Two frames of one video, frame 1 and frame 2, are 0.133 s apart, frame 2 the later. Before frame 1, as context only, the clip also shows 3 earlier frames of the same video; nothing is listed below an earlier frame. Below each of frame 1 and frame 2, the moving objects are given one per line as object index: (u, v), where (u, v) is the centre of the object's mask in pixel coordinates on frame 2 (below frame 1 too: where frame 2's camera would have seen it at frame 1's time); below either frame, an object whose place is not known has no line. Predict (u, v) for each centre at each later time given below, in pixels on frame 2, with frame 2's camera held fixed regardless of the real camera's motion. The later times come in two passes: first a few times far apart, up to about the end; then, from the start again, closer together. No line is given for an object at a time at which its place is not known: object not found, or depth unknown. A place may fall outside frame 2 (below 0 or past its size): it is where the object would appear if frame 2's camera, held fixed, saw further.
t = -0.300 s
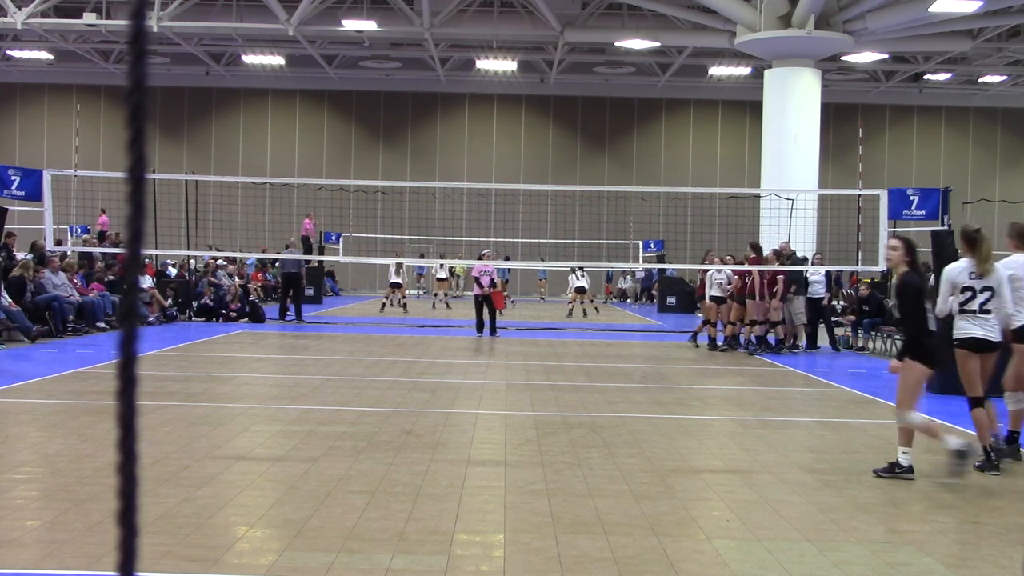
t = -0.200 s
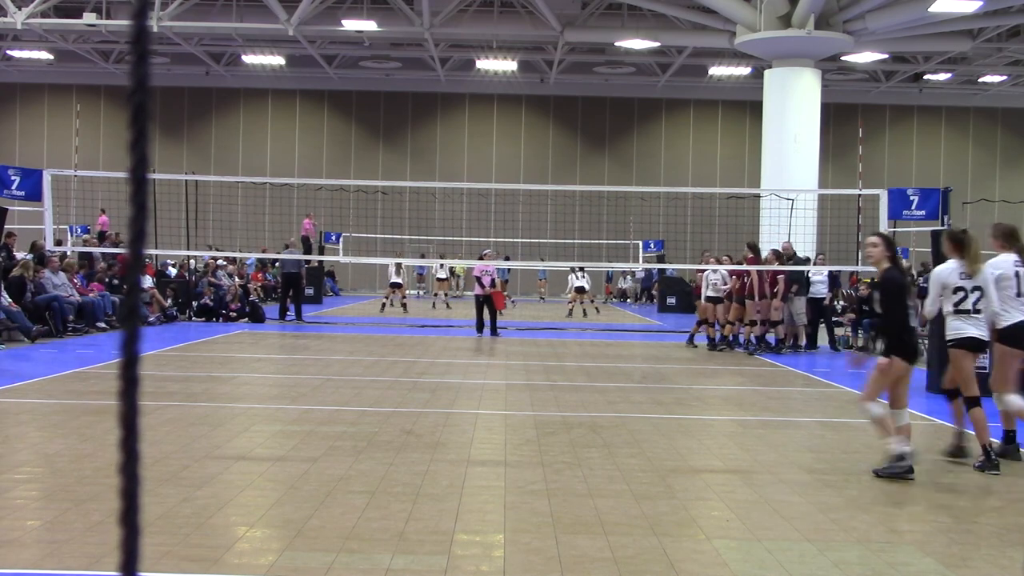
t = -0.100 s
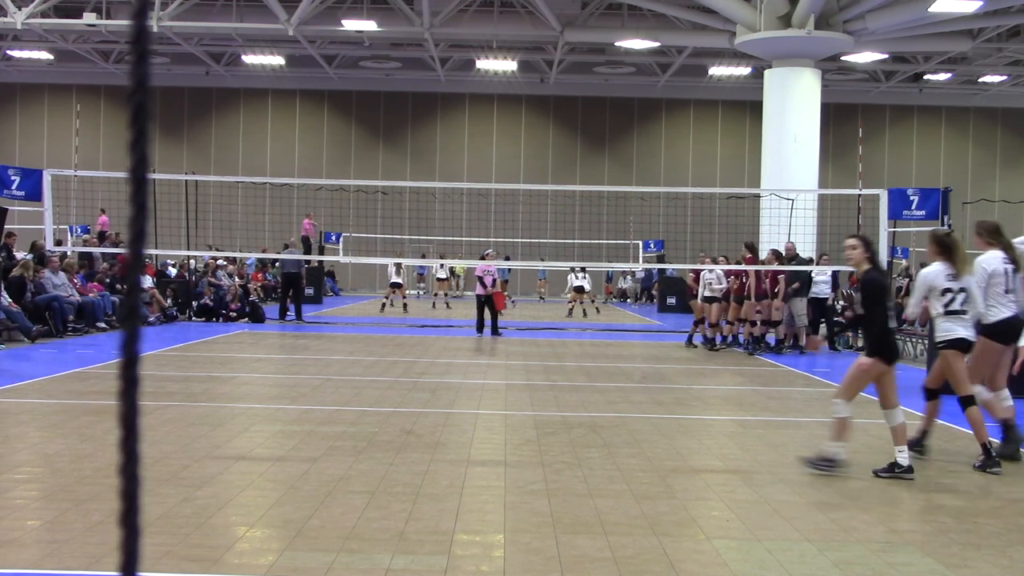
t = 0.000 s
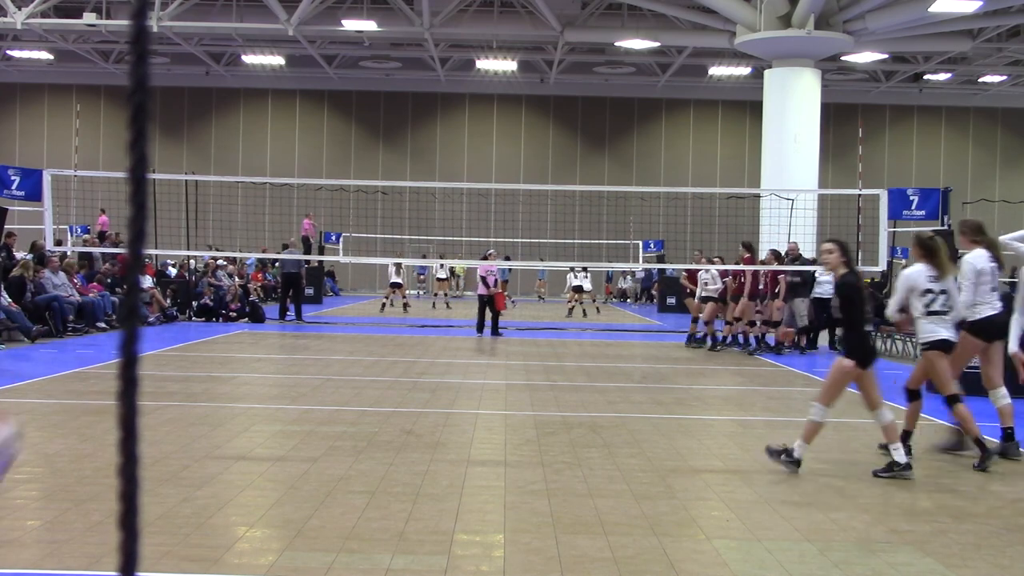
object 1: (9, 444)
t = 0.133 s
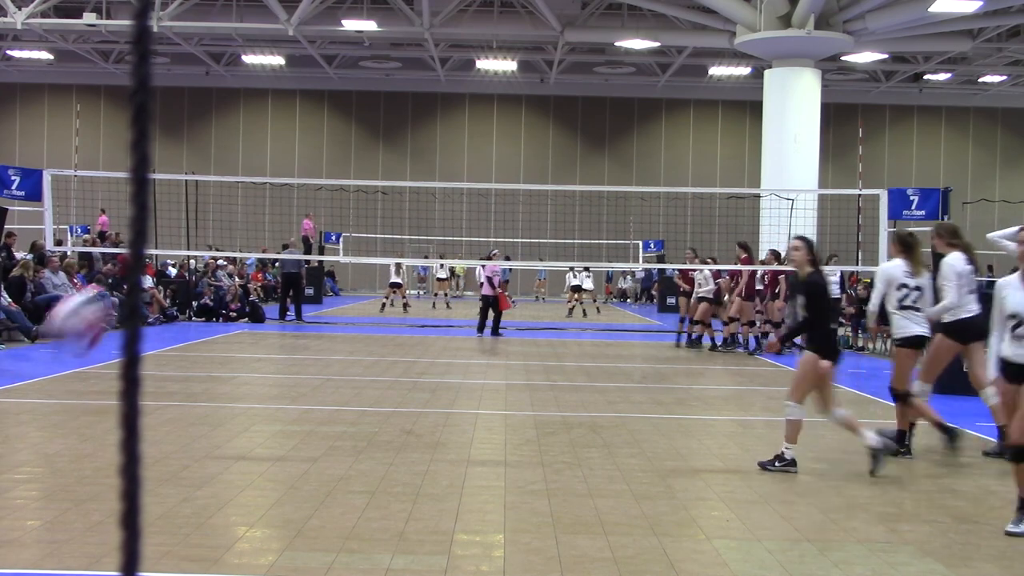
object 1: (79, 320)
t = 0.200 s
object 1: (112, 274)
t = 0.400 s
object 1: (258, 213)
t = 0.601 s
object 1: (382, 260)
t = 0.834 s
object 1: (513, 441)
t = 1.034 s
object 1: (616, 516)
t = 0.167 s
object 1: (101, 296)
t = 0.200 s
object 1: (112, 274)
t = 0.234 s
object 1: (152, 256)
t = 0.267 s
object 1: (176, 240)
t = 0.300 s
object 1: (194, 230)
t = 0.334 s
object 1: (215, 223)
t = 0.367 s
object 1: (237, 216)
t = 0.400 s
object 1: (258, 213)
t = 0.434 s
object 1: (279, 213)
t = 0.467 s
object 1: (301, 217)
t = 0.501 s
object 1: (322, 223)
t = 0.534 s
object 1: (343, 232)
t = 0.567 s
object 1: (364, 245)
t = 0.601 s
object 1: (382, 260)
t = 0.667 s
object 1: (422, 298)
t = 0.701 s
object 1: (440, 324)
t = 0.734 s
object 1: (459, 348)
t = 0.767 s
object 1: (478, 377)
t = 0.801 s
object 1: (497, 407)
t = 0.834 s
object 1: (513, 441)
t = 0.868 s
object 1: (530, 478)
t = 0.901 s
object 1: (546, 516)
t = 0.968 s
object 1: (584, 560)
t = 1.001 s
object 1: (598, 544)
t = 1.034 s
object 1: (616, 516)
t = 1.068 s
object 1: (633, 489)
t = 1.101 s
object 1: (648, 467)
